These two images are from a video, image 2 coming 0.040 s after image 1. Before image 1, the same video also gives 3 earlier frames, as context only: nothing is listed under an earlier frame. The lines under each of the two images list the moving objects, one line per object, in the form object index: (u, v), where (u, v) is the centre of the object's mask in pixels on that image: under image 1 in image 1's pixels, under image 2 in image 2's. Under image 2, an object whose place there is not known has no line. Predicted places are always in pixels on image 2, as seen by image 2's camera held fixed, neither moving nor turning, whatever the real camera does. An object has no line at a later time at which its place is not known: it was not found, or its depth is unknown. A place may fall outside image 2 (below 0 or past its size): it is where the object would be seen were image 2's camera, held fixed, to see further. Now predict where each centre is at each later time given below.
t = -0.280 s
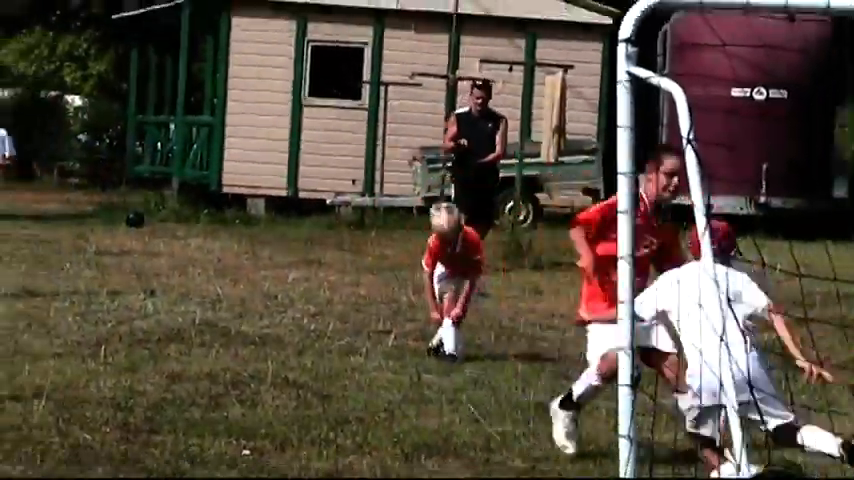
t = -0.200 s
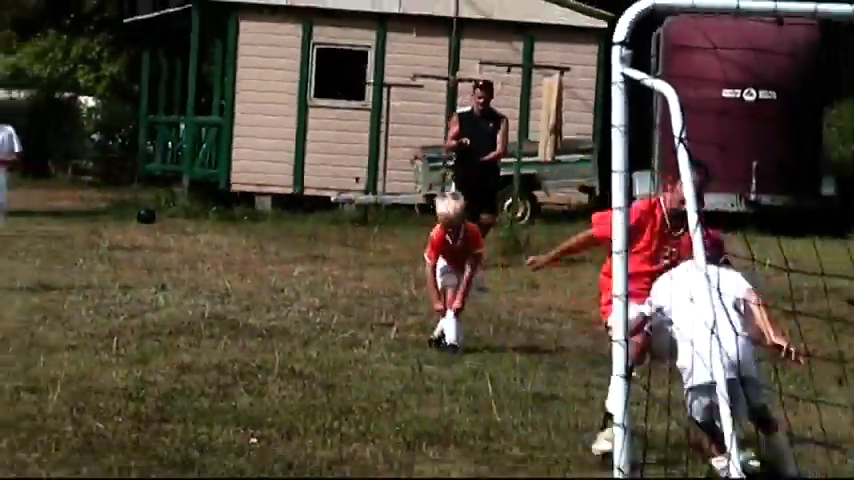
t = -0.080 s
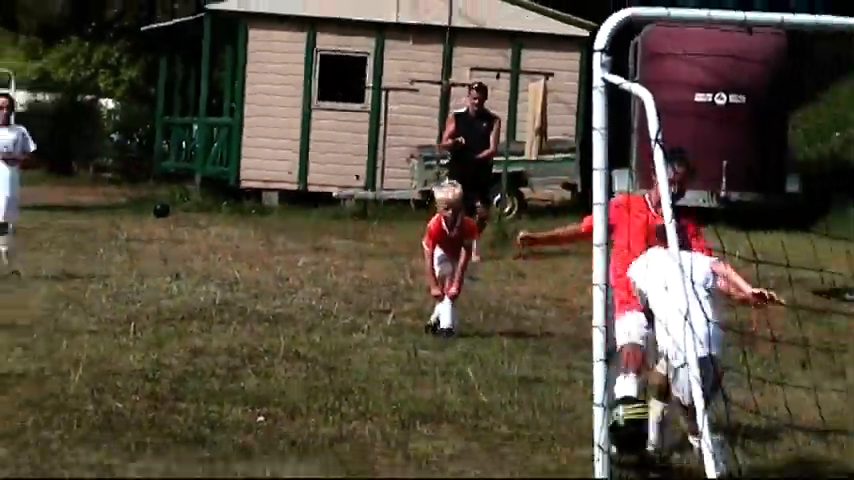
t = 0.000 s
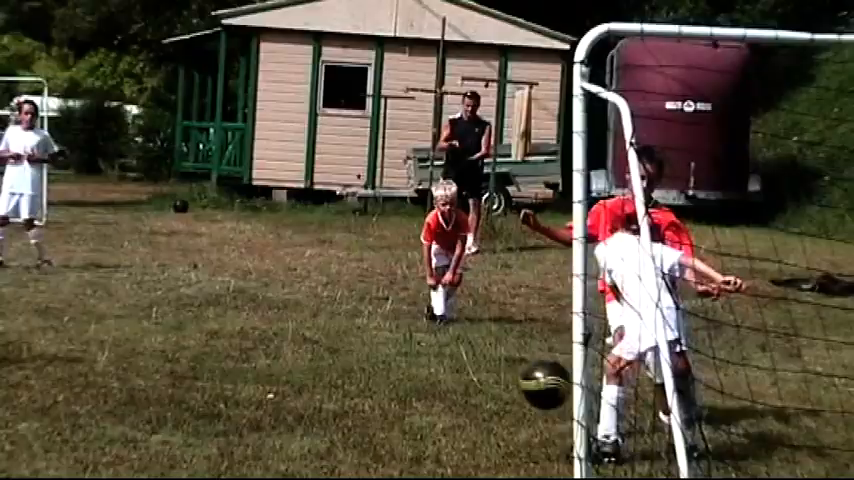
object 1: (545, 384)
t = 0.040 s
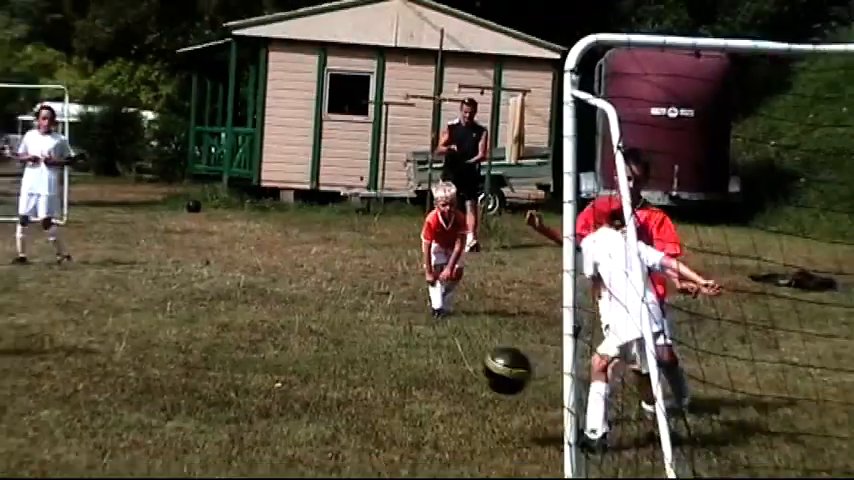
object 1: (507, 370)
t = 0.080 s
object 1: (477, 371)
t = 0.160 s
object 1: (410, 384)
